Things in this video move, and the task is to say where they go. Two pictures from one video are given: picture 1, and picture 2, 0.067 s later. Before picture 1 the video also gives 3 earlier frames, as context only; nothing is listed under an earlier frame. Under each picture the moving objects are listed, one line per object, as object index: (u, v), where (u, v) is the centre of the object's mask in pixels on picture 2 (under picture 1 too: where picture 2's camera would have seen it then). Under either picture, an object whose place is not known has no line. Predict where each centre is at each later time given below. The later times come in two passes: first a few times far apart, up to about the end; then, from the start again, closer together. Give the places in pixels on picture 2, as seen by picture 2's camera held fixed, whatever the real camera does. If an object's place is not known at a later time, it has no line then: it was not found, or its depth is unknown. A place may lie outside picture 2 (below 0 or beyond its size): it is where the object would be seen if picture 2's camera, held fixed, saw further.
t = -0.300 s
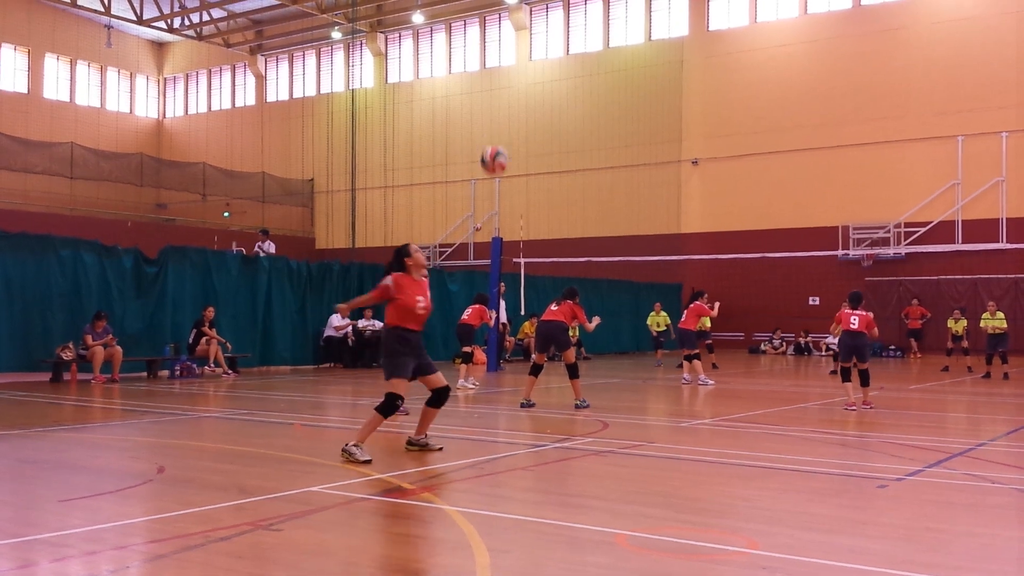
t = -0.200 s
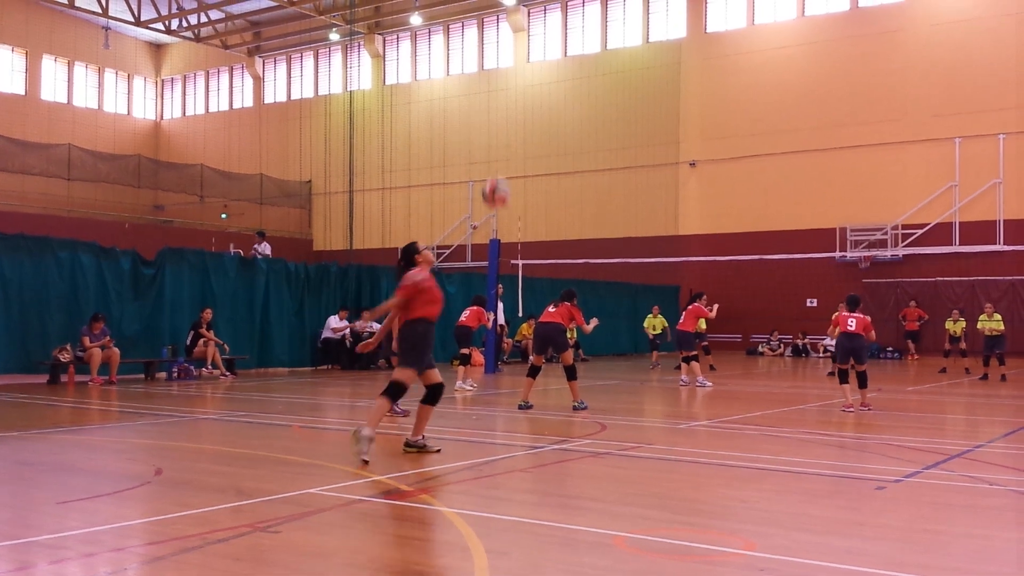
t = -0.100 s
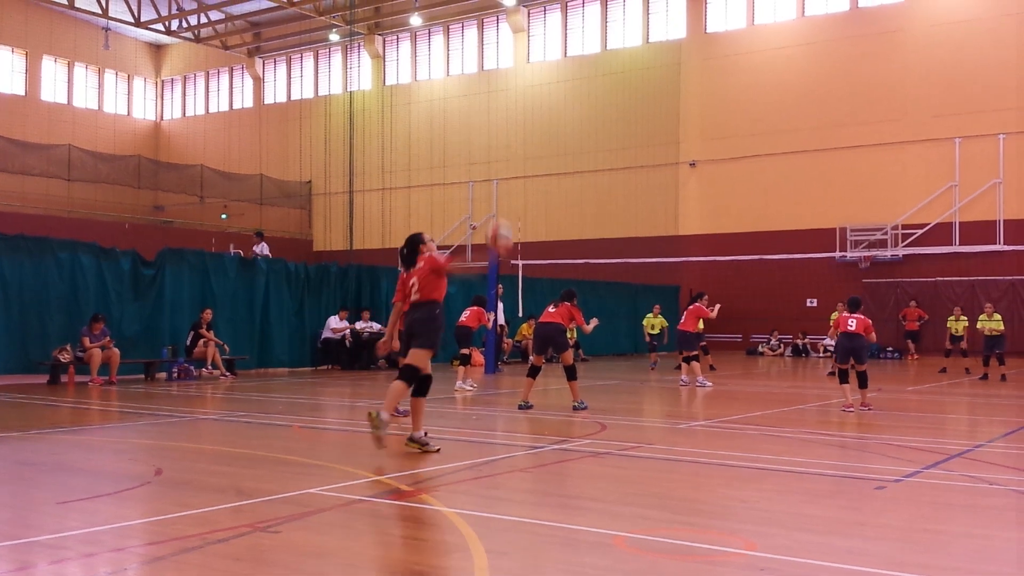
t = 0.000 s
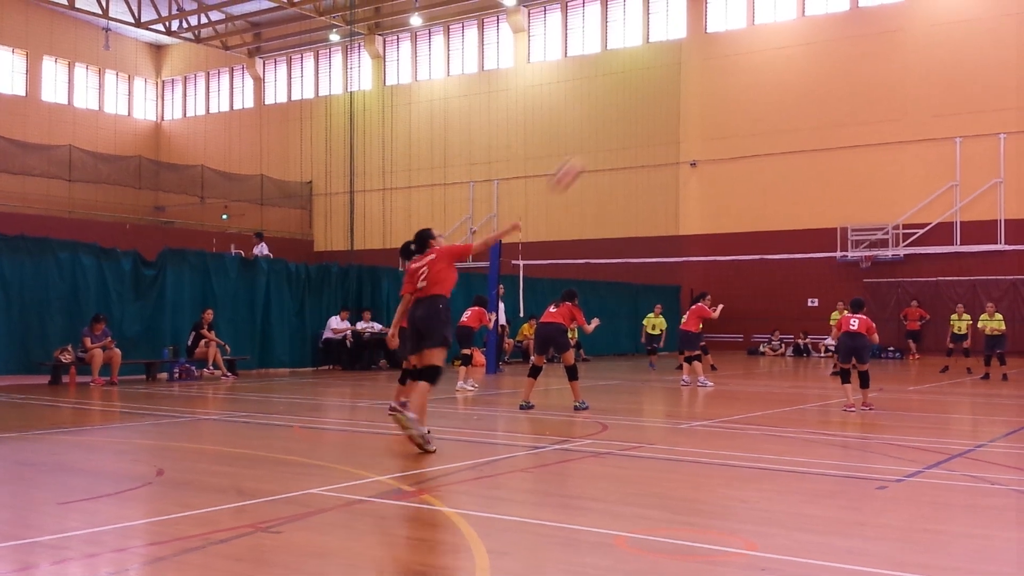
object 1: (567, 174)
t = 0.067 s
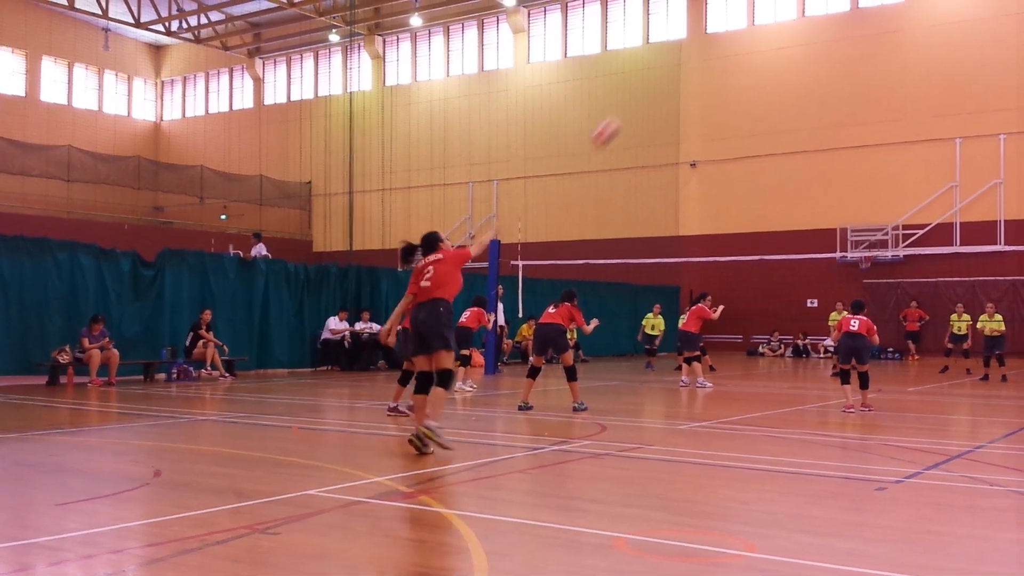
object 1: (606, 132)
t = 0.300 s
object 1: (701, 55)
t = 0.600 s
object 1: (773, 47)
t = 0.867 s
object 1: (809, 80)
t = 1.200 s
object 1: (834, 155)
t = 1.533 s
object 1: (849, 263)
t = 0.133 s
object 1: (640, 99)
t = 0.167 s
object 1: (654, 86)
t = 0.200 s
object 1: (667, 76)
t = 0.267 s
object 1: (690, 61)
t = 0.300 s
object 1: (701, 55)
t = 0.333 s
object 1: (712, 51)
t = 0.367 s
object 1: (722, 48)
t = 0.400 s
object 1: (731, 46)
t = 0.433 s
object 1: (740, 43)
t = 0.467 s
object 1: (748, 43)
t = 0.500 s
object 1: (756, 43)
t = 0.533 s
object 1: (761, 45)
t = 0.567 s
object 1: (767, 46)
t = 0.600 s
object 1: (773, 47)
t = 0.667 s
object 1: (783, 53)
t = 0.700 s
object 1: (787, 57)
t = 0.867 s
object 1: (809, 80)
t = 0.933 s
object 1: (816, 93)
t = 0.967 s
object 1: (819, 99)
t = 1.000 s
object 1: (822, 106)
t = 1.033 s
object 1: (824, 114)
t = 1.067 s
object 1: (826, 122)
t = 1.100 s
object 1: (829, 129)
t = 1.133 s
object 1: (832, 138)
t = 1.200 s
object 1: (834, 155)
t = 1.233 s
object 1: (836, 164)
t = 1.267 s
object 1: (837, 176)
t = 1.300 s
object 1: (839, 185)
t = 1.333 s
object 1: (841, 195)
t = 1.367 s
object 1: (843, 205)
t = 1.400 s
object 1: (845, 215)
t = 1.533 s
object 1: (849, 263)
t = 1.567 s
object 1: (851, 273)
